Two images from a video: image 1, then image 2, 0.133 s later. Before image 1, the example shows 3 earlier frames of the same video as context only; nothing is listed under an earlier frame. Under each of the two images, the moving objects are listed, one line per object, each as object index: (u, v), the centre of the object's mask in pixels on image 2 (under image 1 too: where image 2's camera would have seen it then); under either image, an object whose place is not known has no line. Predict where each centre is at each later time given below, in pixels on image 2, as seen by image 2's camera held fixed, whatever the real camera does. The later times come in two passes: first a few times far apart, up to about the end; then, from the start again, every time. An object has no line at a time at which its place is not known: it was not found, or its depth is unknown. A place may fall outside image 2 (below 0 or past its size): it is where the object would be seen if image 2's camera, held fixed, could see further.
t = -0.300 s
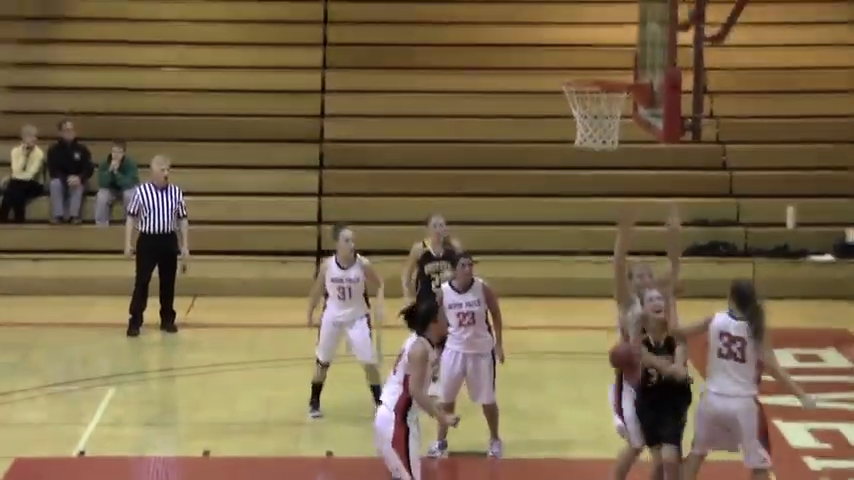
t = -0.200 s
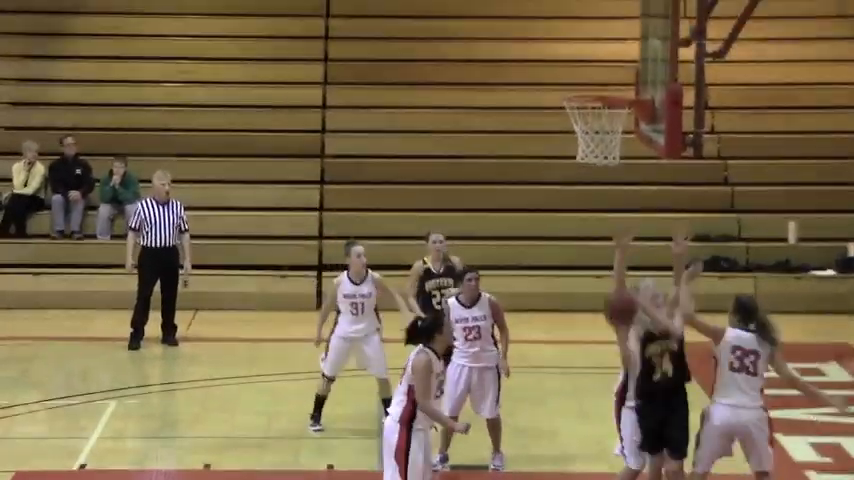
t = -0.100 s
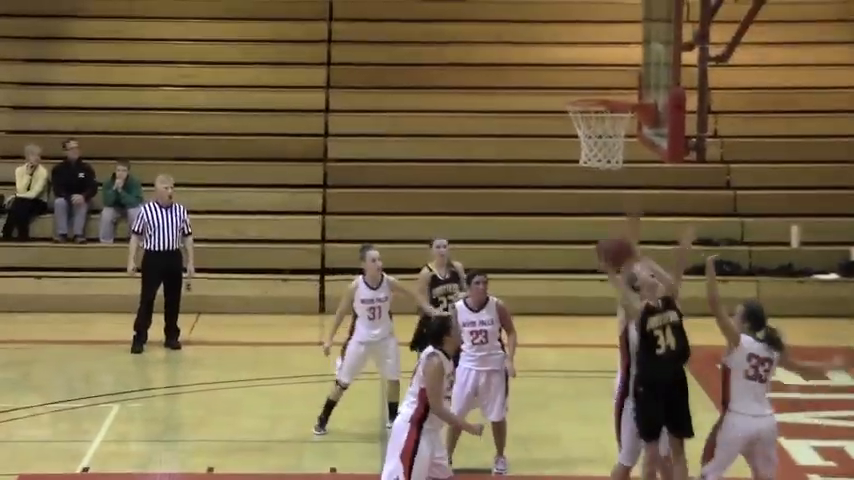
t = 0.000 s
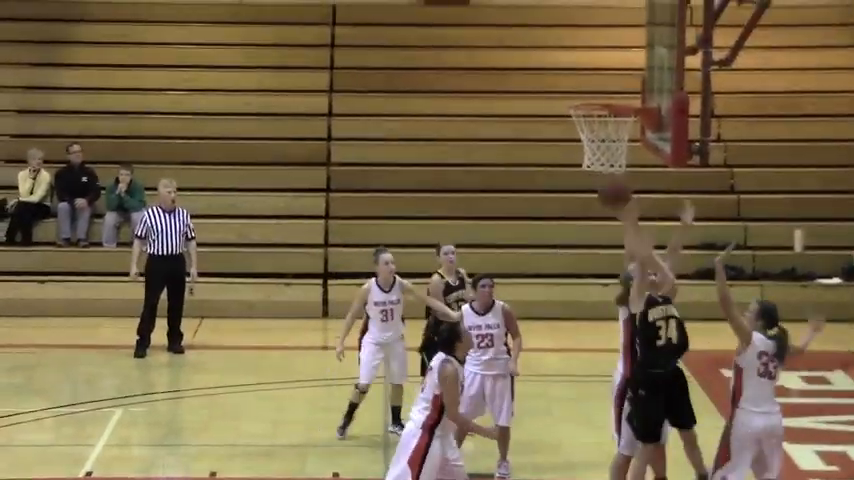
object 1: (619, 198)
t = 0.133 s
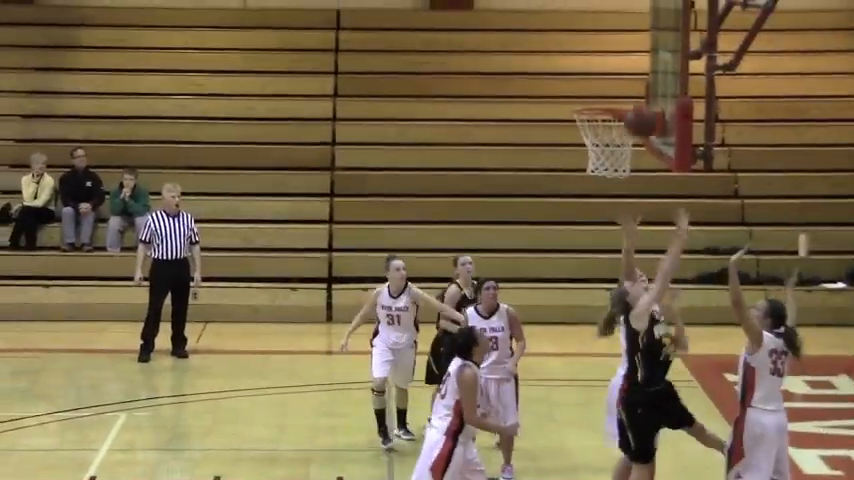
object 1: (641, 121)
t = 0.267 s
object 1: (646, 87)
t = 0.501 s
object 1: (620, 103)
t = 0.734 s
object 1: (614, 160)
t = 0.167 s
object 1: (646, 108)
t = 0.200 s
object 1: (651, 95)
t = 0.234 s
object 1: (651, 87)
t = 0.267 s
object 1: (646, 87)
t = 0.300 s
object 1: (640, 87)
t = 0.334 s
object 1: (635, 89)
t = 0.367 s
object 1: (631, 93)
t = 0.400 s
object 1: (624, 101)
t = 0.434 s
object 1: (621, 103)
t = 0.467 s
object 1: (620, 103)
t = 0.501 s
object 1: (620, 103)
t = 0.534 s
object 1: (619, 107)
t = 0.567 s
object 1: (619, 112)
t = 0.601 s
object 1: (618, 118)
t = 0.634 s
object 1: (617, 126)
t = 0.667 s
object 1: (617, 136)
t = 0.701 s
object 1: (616, 147)
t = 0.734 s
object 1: (614, 160)
